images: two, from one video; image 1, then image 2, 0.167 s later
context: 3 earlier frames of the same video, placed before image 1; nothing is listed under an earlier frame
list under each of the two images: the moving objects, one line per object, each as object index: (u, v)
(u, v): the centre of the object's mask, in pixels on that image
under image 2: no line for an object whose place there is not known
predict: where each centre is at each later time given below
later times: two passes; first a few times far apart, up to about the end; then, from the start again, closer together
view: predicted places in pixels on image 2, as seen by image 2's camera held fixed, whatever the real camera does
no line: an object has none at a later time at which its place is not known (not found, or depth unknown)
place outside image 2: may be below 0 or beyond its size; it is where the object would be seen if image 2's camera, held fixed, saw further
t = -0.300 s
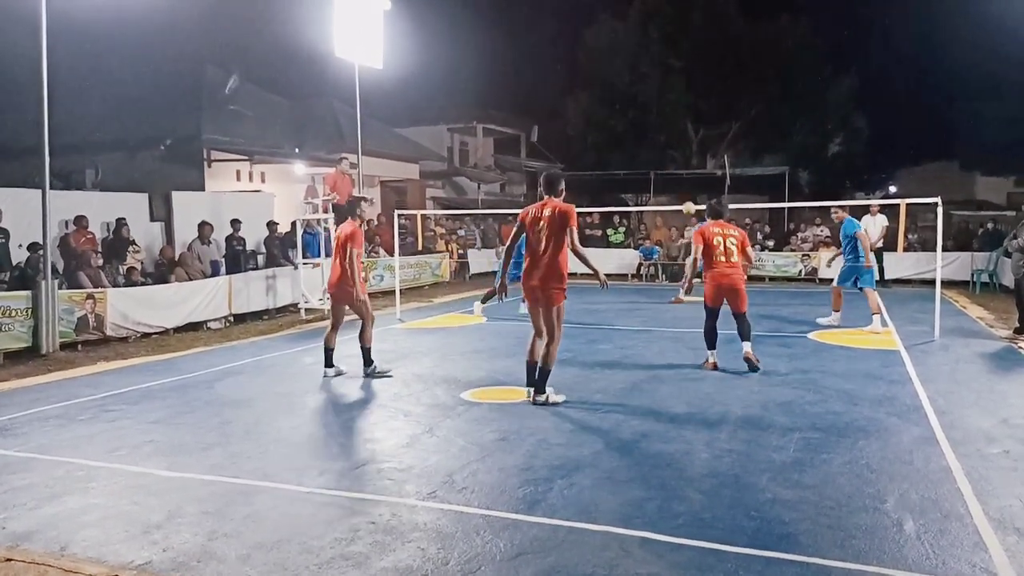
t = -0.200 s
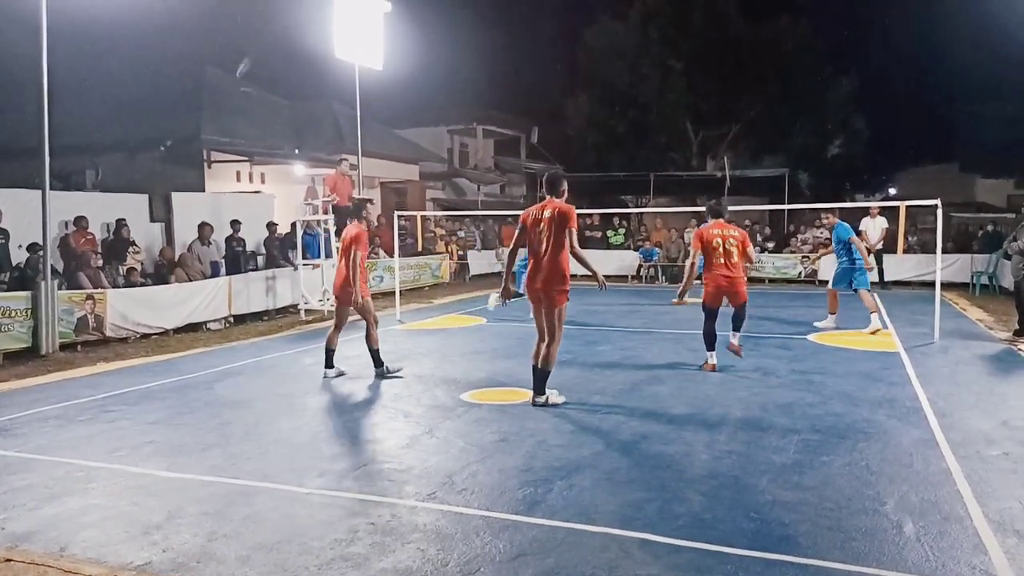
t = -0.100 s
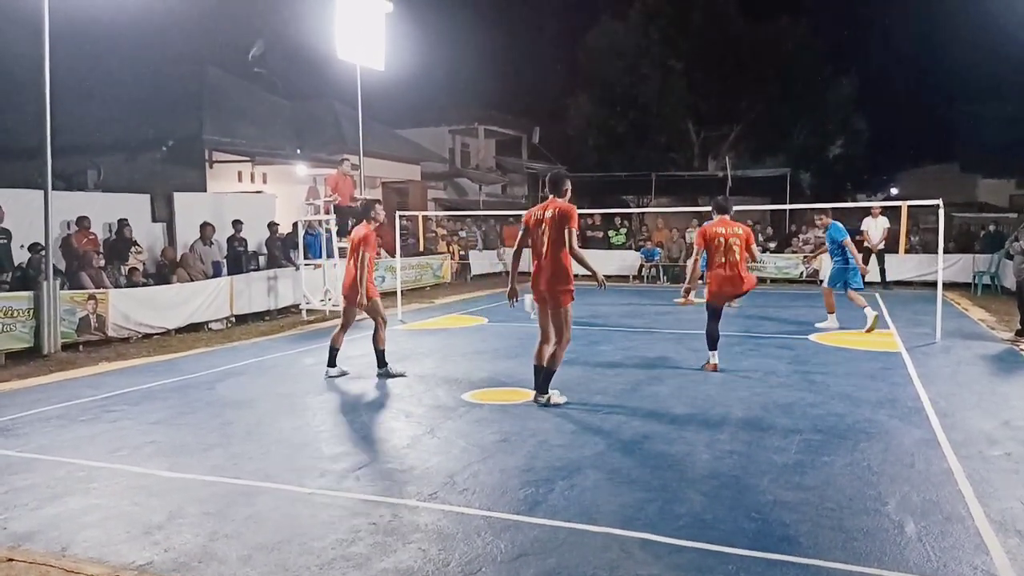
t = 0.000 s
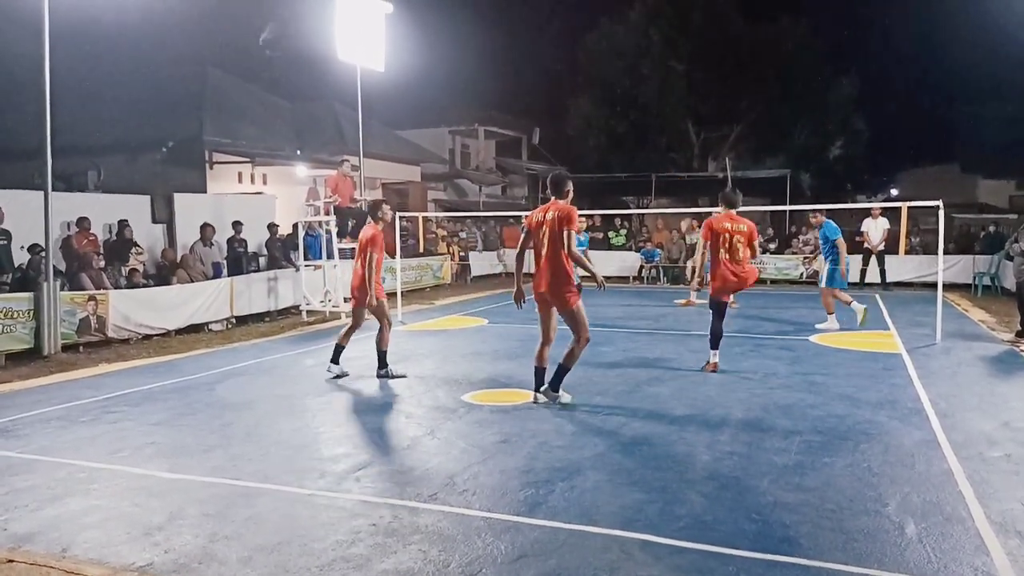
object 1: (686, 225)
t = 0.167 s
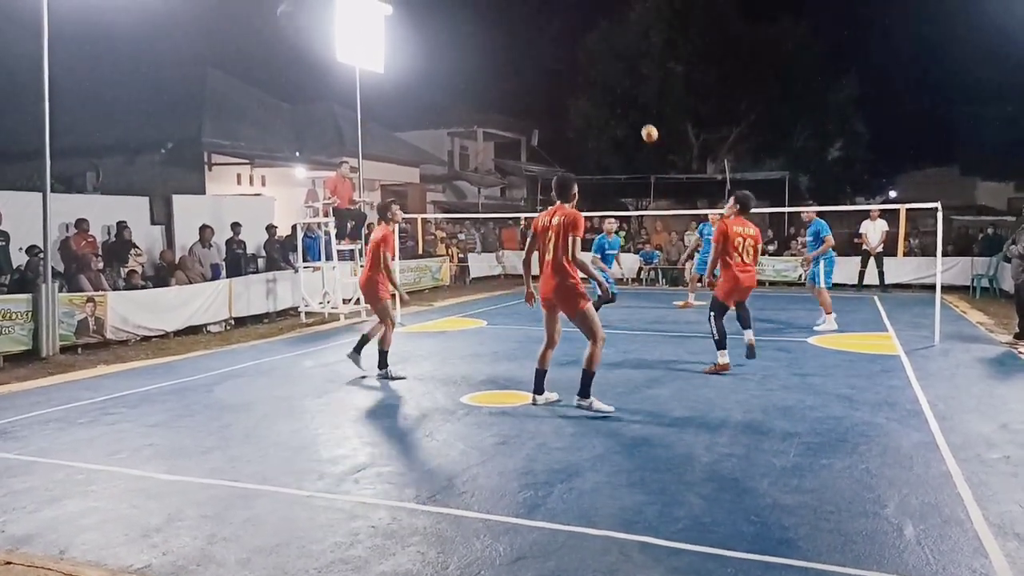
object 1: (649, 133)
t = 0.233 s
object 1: (634, 102)
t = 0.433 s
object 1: (587, 36)
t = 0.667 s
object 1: (529, 13)
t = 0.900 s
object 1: (470, 56)
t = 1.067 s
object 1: (427, 128)
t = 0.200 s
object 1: (642, 117)
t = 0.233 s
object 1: (634, 102)
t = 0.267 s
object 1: (626, 88)
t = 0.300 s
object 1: (618, 76)
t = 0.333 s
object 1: (611, 64)
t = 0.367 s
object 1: (603, 54)
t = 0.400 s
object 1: (595, 44)
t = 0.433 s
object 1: (587, 36)
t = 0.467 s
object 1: (579, 29)
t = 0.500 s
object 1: (571, 23)
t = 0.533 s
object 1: (562, 18)
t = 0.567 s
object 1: (555, 15)
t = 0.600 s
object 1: (546, 13)
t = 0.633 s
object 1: (538, 13)
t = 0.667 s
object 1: (529, 13)
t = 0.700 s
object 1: (521, 16)
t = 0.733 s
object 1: (513, 19)
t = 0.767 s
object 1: (504, 23)
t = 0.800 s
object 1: (496, 29)
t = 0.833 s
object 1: (487, 37)
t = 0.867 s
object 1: (479, 45)
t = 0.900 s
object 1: (470, 56)
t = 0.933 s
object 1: (462, 68)
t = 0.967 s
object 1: (453, 81)
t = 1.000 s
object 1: (444, 95)
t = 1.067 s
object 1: (427, 128)
